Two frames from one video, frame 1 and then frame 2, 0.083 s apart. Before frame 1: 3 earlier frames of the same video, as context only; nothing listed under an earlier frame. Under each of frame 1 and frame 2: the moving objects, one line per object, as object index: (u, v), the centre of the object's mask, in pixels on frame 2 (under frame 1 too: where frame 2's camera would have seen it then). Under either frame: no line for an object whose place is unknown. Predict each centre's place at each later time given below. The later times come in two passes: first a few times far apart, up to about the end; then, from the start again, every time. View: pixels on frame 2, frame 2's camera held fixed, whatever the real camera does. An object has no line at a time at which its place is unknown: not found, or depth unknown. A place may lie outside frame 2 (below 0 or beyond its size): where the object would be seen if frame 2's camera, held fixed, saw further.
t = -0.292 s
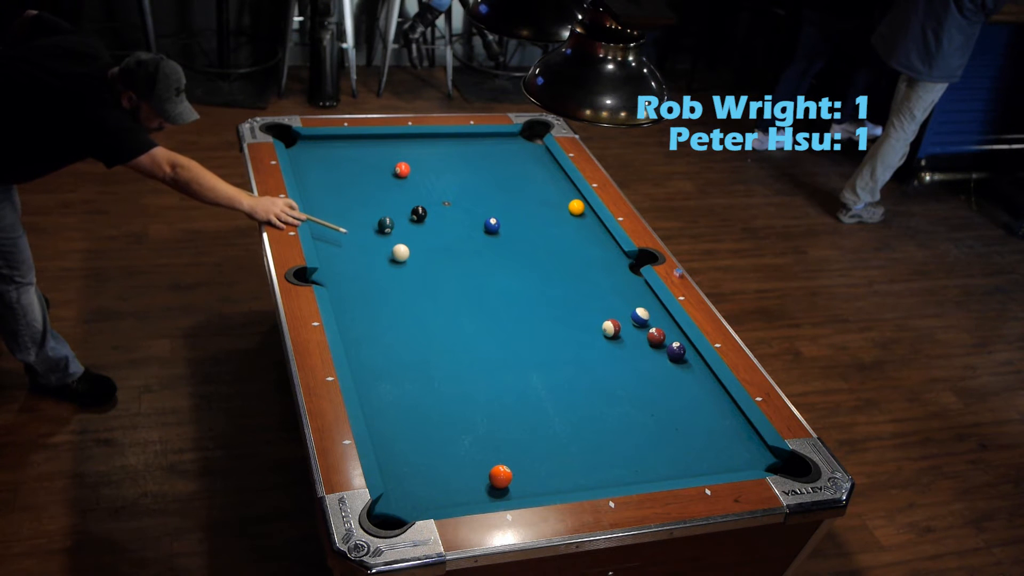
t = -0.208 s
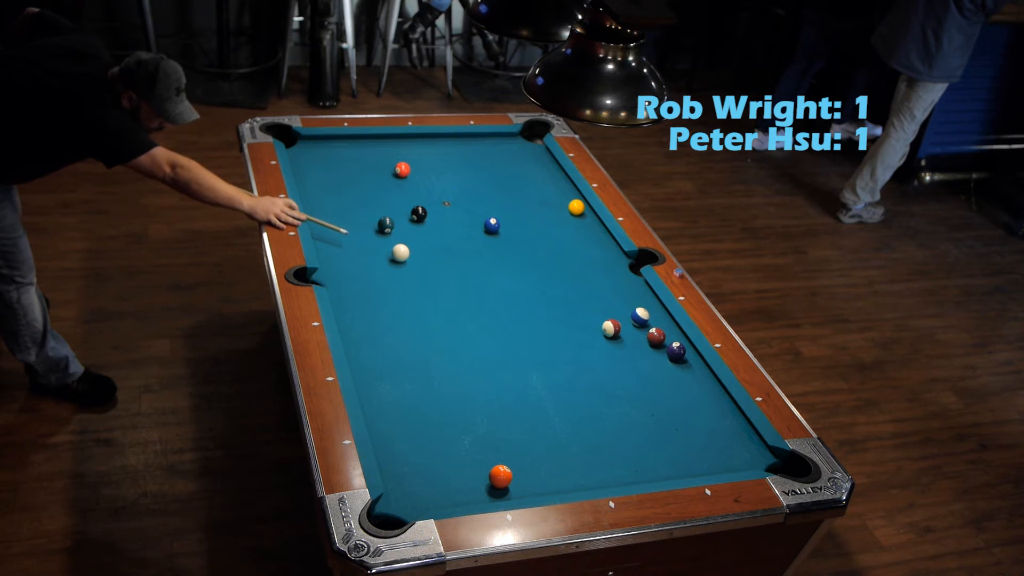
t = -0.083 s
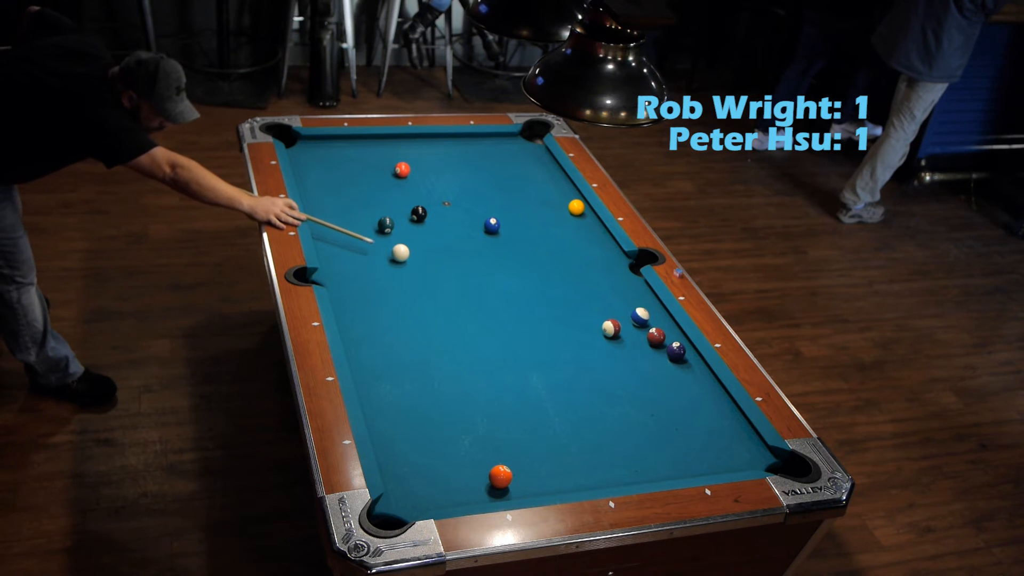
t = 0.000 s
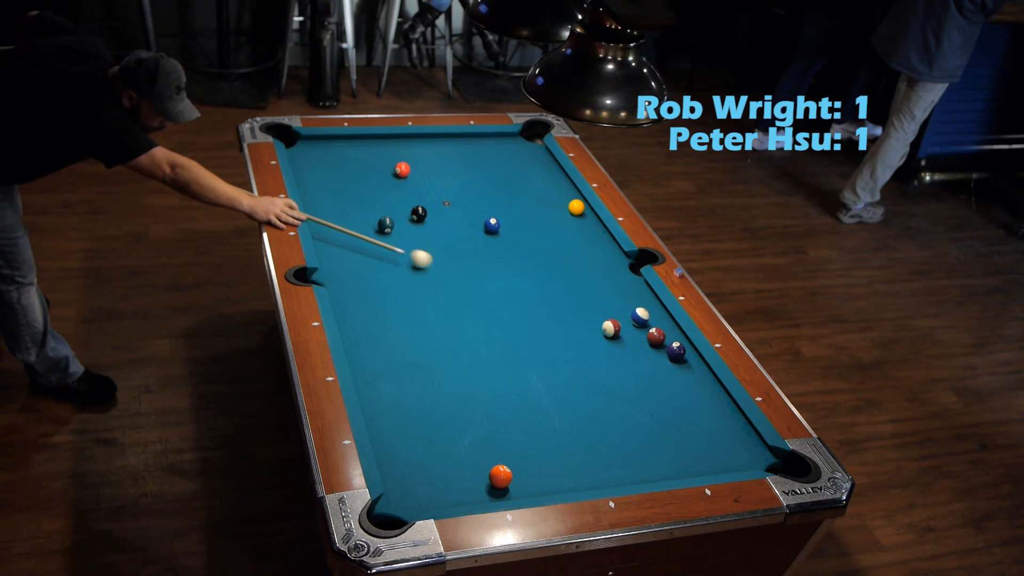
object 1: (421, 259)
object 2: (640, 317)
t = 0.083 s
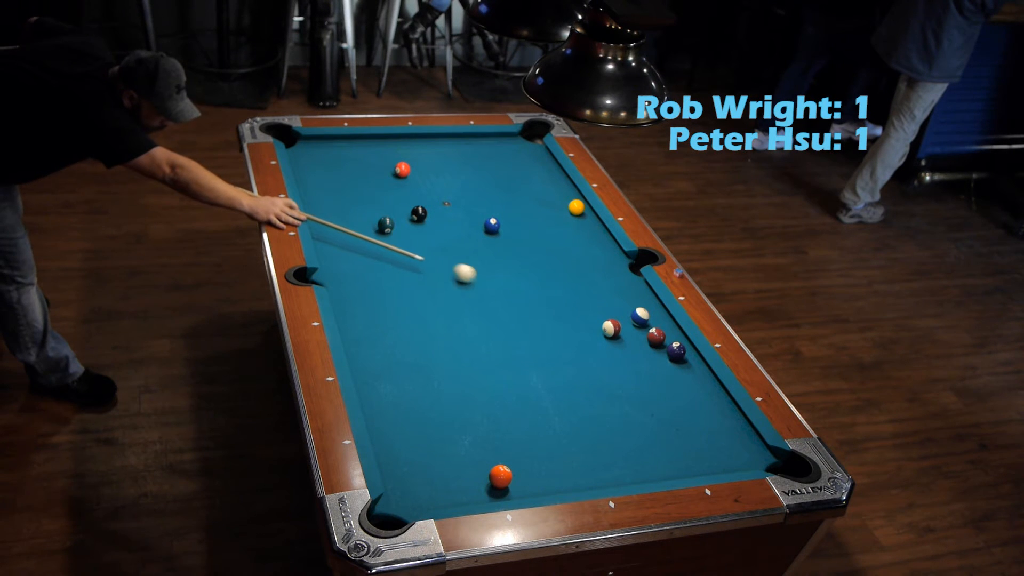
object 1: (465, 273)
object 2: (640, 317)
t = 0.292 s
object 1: (569, 307)
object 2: (640, 317)
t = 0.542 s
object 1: (625, 310)
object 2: (662, 319)
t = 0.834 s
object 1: (652, 304)
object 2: (648, 323)
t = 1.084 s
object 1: (645, 304)
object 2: (634, 329)
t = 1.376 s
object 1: (635, 305)
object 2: (619, 333)
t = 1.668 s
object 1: (627, 306)
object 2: (605, 337)
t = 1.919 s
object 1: (622, 306)
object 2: (594, 341)
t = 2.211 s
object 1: (619, 307)
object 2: (585, 343)
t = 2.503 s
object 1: (618, 307)
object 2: (577, 346)
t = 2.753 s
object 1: (618, 307)
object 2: (573, 348)
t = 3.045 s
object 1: (618, 307)
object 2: (570, 350)
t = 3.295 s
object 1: (618, 307)
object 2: (569, 351)
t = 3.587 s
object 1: (618, 307)
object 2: (570, 351)
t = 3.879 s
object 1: (618, 307)
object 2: (570, 351)
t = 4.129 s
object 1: (618, 307)
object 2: (570, 351)
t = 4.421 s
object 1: (618, 307)
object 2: (570, 351)
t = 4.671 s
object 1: (618, 307)
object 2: (570, 351)
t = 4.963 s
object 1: (618, 307)
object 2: (570, 351)
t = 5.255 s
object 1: (618, 307)
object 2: (570, 351)
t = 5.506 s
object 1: (618, 307)
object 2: (570, 351)
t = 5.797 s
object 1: (618, 307)
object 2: (570, 351)
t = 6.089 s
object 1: (618, 307)
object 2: (570, 351)
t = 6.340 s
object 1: (618, 307)
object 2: (570, 351)
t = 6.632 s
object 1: (618, 307)
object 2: (570, 351)
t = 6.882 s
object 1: (618, 307)
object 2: (570, 351)
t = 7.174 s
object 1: (618, 307)
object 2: (570, 351)
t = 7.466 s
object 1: (618, 307)
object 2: (570, 351)
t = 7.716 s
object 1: (618, 307)
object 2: (570, 351)
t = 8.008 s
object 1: (618, 307)
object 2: (570, 351)
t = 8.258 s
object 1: (618, 307)
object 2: (570, 351)
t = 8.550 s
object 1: (618, 307)
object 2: (570, 351)
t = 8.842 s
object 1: (618, 307)
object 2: (570, 351)
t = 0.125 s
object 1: (485, 280)
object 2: (640, 317)
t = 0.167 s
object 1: (506, 286)
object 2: (640, 317)
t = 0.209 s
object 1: (527, 293)
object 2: (640, 317)
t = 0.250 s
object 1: (548, 300)
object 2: (640, 317)
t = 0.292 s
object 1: (569, 307)
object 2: (640, 317)
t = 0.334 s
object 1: (590, 314)
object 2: (640, 317)
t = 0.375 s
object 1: (605, 316)
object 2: (640, 317)
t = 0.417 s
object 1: (616, 315)
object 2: (640, 317)
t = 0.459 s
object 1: (621, 313)
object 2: (645, 317)
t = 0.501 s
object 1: (623, 311)
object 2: (655, 318)
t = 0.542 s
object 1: (625, 310)
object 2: (662, 319)
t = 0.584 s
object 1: (629, 309)
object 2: (665, 320)
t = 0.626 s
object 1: (633, 308)
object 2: (663, 320)
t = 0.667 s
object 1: (637, 308)
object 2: (660, 321)
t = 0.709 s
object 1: (641, 307)
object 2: (657, 321)
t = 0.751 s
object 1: (644, 306)
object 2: (654, 321)
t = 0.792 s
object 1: (648, 305)
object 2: (651, 322)
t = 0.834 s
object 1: (652, 304)
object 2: (648, 323)
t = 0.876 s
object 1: (654, 304)
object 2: (645, 324)
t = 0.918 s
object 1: (652, 304)
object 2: (643, 325)
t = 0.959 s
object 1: (650, 304)
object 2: (641, 327)
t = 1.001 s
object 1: (649, 304)
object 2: (639, 328)
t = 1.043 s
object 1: (647, 304)
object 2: (637, 328)
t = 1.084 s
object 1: (645, 304)
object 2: (634, 329)
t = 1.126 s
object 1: (644, 305)
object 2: (632, 329)
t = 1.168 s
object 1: (642, 305)
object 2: (629, 330)
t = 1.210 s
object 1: (641, 305)
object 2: (627, 331)
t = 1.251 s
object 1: (639, 305)
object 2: (625, 331)
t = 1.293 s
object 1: (638, 305)
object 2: (623, 332)
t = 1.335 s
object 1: (636, 305)
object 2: (621, 333)
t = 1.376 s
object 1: (635, 305)
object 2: (619, 333)
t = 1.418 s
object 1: (634, 305)
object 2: (616, 334)
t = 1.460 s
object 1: (632, 305)
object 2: (614, 335)
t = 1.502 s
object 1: (631, 305)
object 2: (613, 335)
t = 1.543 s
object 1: (630, 305)
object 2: (611, 336)
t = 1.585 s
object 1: (629, 305)
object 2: (609, 336)
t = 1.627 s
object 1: (628, 306)
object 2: (607, 337)
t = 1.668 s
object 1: (627, 306)
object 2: (605, 337)
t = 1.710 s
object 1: (626, 306)
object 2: (603, 337)
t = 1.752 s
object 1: (625, 306)
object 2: (601, 338)
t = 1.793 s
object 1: (624, 306)
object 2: (599, 338)
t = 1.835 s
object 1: (624, 306)
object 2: (598, 339)
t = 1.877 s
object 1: (623, 306)
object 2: (596, 340)
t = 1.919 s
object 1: (622, 306)
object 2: (594, 341)
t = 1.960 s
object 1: (622, 306)
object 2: (593, 341)
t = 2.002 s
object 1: (621, 306)
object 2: (592, 341)
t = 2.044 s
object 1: (620, 306)
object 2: (590, 342)
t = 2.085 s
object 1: (620, 306)
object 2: (589, 342)
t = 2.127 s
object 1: (620, 306)
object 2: (588, 342)
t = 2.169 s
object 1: (619, 307)
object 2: (586, 343)
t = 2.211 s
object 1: (619, 307)
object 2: (585, 343)
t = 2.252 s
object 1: (619, 307)
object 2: (584, 344)
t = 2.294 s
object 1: (618, 307)
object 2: (582, 344)
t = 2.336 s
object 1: (618, 307)
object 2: (581, 344)
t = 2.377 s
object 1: (618, 307)
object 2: (580, 345)
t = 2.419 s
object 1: (618, 307)
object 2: (579, 345)
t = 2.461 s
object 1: (618, 307)
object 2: (578, 346)
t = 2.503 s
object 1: (618, 307)
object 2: (577, 346)
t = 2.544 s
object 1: (618, 307)
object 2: (576, 346)
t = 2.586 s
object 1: (618, 307)
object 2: (575, 347)
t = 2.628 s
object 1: (618, 307)
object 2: (575, 347)
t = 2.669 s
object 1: (618, 307)
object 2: (574, 347)
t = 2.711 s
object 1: (618, 307)
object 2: (573, 347)
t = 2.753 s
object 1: (618, 307)
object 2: (573, 348)
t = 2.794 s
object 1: (618, 307)
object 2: (572, 348)
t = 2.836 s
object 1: (618, 307)
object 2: (572, 348)
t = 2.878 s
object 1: (618, 307)
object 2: (571, 349)
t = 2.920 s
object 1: (618, 307)
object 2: (571, 349)
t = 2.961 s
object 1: (618, 307)
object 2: (571, 349)
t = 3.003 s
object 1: (618, 307)
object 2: (570, 349)
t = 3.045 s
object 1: (618, 307)
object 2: (570, 350)
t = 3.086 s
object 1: (618, 307)
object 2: (570, 350)
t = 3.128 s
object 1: (618, 307)
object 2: (570, 350)
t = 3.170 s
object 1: (618, 307)
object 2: (569, 350)
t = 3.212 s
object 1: (618, 307)
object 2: (569, 350)
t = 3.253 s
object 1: (618, 307)
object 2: (569, 350)
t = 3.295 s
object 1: (618, 307)
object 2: (569, 351)
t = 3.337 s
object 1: (618, 307)
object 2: (570, 351)
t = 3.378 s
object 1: (618, 307)
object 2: (570, 351)
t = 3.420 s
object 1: (618, 307)
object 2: (570, 351)
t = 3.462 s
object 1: (618, 307)
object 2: (570, 351)
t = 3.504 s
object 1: (618, 307)
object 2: (570, 351)
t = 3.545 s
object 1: (618, 307)
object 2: (570, 351)
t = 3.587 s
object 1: (618, 307)
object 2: (570, 351)
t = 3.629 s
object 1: (618, 307)
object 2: (570, 351)
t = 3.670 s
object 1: (618, 307)
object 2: (570, 351)
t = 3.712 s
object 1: (618, 307)
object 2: (570, 351)
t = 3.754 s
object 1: (618, 307)
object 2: (570, 351)
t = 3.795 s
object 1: (618, 307)
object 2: (570, 351)
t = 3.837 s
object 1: (618, 307)
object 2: (570, 351)
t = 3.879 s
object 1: (618, 307)
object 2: (570, 351)
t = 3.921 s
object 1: (618, 307)
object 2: (570, 351)
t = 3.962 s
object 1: (618, 307)
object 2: (570, 351)
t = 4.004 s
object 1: (618, 307)
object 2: (570, 351)
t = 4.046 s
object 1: (618, 307)
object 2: (570, 351)
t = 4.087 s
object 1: (618, 307)
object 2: (570, 351)
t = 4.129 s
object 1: (618, 307)
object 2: (570, 351)
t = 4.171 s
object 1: (618, 307)
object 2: (570, 351)
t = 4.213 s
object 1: (618, 307)
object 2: (570, 351)
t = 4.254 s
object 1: (618, 307)
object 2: (570, 351)
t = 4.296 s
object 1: (618, 307)
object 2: (570, 351)
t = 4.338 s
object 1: (618, 307)
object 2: (570, 351)
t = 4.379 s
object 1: (618, 307)
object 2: (570, 351)
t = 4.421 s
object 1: (618, 307)
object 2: (570, 351)
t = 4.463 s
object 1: (618, 307)
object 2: (570, 351)
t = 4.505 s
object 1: (618, 307)
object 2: (570, 351)
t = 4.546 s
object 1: (618, 307)
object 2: (570, 351)
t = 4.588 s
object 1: (618, 307)
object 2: (570, 351)
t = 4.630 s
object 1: (618, 307)
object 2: (570, 351)
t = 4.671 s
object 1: (618, 307)
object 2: (570, 351)
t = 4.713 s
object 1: (618, 307)
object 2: (570, 351)
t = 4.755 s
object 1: (618, 307)
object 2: (570, 351)
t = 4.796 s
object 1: (618, 307)
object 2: (570, 351)
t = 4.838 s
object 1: (618, 307)
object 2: (570, 351)
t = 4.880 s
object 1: (618, 307)
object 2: (570, 351)
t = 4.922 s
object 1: (618, 307)
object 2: (570, 351)
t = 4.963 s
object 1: (618, 307)
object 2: (570, 351)
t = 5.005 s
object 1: (618, 307)
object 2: (570, 351)
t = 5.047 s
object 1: (618, 307)
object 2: (570, 351)
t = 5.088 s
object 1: (618, 307)
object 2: (570, 351)
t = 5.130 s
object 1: (618, 307)
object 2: (570, 351)
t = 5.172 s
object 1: (618, 307)
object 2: (570, 351)
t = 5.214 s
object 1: (618, 307)
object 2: (570, 351)
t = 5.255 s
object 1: (618, 307)
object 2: (570, 351)
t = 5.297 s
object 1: (618, 307)
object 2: (570, 351)
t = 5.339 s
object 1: (618, 307)
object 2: (570, 351)
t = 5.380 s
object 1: (618, 307)
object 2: (570, 351)
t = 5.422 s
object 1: (618, 307)
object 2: (570, 351)
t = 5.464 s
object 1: (618, 307)
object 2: (570, 351)
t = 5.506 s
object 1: (618, 307)
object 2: (570, 351)
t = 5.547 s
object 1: (618, 307)
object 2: (570, 351)
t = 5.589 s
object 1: (618, 307)
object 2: (570, 351)
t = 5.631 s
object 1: (618, 307)
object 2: (570, 351)
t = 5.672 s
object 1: (618, 307)
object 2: (570, 351)
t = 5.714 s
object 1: (618, 307)
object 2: (570, 351)
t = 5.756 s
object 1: (618, 307)
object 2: (570, 351)
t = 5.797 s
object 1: (618, 307)
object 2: (570, 351)
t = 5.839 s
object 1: (618, 307)
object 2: (570, 351)
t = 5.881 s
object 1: (618, 307)
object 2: (570, 351)
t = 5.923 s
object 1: (618, 307)
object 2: (570, 351)
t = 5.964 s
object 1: (618, 307)
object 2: (570, 351)
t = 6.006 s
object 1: (618, 307)
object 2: (570, 351)
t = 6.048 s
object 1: (618, 307)
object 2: (570, 351)
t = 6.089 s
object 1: (618, 307)
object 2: (570, 351)
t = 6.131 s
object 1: (618, 307)
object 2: (570, 351)
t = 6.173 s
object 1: (618, 307)
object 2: (570, 351)
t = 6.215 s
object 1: (618, 307)
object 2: (570, 351)
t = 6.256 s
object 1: (618, 307)
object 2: (570, 351)
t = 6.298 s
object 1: (618, 307)
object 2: (570, 351)
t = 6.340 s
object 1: (618, 307)
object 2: (570, 351)
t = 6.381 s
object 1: (618, 307)
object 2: (570, 351)
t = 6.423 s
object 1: (618, 307)
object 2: (570, 351)
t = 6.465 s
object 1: (618, 307)
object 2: (570, 351)
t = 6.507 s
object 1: (618, 307)
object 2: (570, 351)
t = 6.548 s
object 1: (618, 307)
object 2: (570, 351)
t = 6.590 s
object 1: (618, 307)
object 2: (570, 351)
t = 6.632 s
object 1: (618, 307)
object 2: (570, 351)
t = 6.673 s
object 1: (618, 307)
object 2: (570, 351)
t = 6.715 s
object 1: (618, 307)
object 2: (570, 351)
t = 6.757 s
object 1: (618, 307)
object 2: (570, 351)
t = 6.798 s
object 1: (618, 307)
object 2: (570, 351)
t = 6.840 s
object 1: (618, 307)
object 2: (570, 351)
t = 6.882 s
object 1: (618, 307)
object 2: (570, 351)
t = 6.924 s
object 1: (618, 307)
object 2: (570, 351)
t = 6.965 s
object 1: (618, 307)
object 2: (570, 351)
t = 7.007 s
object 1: (618, 307)
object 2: (570, 351)
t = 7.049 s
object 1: (618, 307)
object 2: (570, 351)
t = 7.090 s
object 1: (618, 307)
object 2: (570, 351)
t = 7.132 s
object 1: (618, 307)
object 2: (570, 351)
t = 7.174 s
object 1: (618, 307)
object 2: (570, 351)
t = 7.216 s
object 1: (618, 307)
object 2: (570, 351)
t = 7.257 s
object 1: (618, 307)
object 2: (570, 351)
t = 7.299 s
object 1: (618, 307)
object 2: (570, 351)
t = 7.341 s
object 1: (618, 307)
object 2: (570, 351)
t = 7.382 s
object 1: (618, 307)
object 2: (570, 351)
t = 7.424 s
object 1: (618, 307)
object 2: (570, 351)
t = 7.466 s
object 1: (618, 307)
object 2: (570, 351)
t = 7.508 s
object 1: (618, 307)
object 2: (570, 351)
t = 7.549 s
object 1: (618, 307)
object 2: (570, 351)
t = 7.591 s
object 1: (618, 307)
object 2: (570, 351)
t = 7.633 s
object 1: (618, 307)
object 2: (570, 351)
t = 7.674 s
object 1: (618, 307)
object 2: (570, 351)
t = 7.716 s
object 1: (618, 307)
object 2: (570, 351)
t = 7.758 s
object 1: (618, 307)
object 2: (570, 351)
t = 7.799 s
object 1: (618, 307)
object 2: (570, 351)
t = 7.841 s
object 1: (618, 307)
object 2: (570, 351)
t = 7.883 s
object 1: (618, 307)
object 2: (570, 351)
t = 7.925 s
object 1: (618, 307)
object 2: (570, 351)
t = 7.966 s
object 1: (618, 307)
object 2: (570, 351)
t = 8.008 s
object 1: (618, 307)
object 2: (570, 351)
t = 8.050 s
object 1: (618, 307)
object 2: (570, 351)
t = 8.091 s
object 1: (618, 307)
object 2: (570, 351)
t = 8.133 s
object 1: (618, 307)
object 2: (570, 351)
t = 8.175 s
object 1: (618, 307)
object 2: (570, 351)
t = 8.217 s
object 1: (618, 307)
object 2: (570, 351)
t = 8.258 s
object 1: (618, 307)
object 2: (570, 351)
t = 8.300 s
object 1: (618, 307)
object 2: (570, 351)
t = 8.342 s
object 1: (618, 307)
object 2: (570, 351)
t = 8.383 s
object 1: (618, 307)
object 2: (570, 351)
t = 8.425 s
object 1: (618, 307)
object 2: (570, 351)
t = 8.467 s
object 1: (618, 307)
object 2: (570, 351)
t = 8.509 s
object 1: (618, 307)
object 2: (570, 351)
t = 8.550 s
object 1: (618, 307)
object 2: (570, 351)
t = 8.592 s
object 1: (618, 307)
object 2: (570, 351)
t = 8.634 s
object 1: (618, 307)
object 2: (570, 351)
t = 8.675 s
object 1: (618, 307)
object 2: (570, 351)
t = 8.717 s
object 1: (618, 307)
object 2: (570, 351)
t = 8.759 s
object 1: (618, 307)
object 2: (570, 351)
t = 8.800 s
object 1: (618, 307)
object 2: (570, 351)
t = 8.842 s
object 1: (618, 307)
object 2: (570, 351)
